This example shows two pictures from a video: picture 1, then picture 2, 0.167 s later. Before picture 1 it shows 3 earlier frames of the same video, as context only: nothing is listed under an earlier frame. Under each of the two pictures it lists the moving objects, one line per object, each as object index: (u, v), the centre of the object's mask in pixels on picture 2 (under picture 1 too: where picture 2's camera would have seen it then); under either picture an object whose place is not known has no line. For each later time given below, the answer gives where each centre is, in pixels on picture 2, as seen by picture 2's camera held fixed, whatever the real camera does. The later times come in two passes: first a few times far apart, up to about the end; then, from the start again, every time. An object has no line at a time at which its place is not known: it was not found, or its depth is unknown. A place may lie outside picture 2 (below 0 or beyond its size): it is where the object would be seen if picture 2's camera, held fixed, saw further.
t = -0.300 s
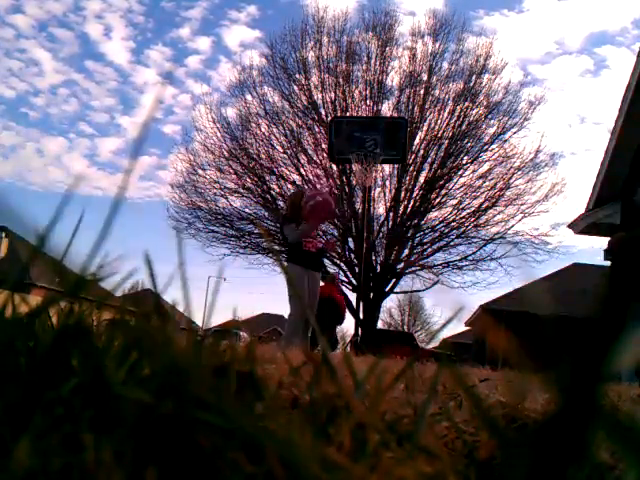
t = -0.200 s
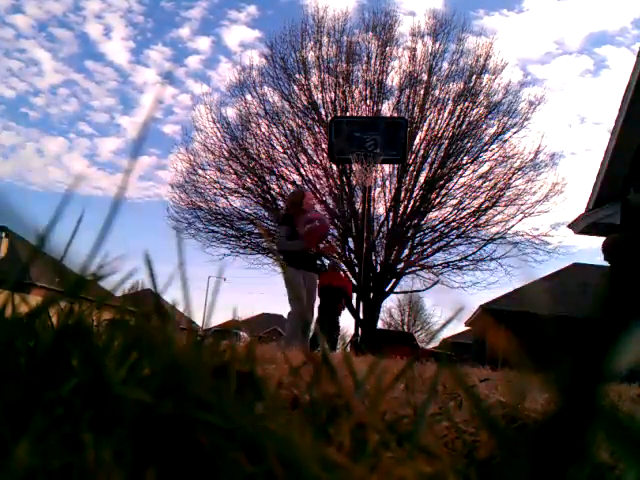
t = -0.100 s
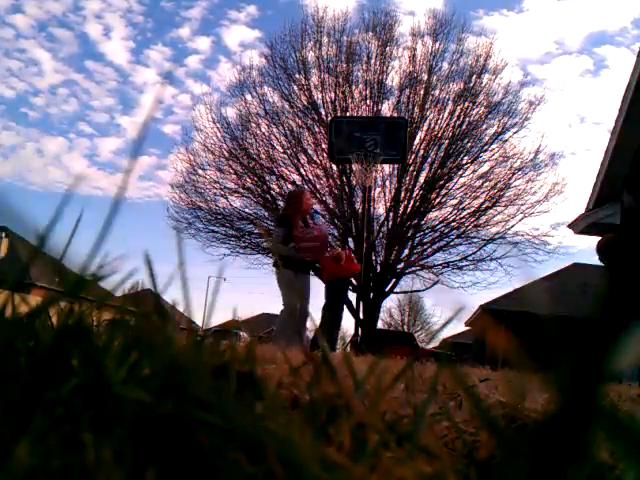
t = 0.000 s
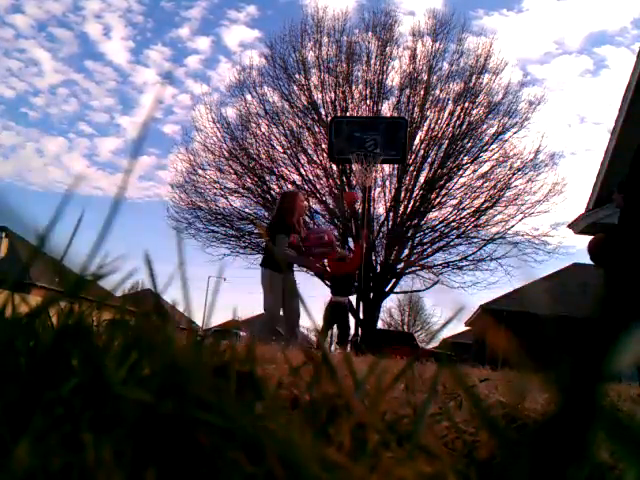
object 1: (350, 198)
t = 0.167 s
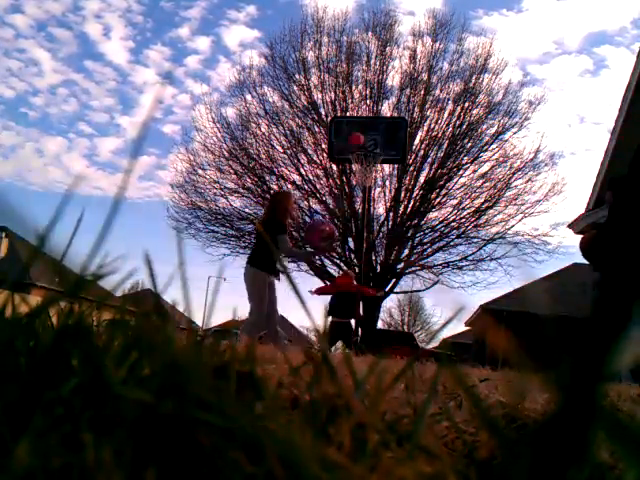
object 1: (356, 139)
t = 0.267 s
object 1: (357, 115)
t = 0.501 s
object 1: (356, 87)
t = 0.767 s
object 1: (347, 103)
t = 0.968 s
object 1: (336, 161)
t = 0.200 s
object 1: (356, 130)
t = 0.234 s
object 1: (357, 122)
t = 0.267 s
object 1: (357, 115)
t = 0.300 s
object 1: (356, 109)
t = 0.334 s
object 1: (357, 102)
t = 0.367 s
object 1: (356, 97)
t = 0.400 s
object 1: (356, 92)
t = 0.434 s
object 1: (357, 89)
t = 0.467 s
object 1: (356, 87)
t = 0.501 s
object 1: (356, 87)
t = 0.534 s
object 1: (355, 85)
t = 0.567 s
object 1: (355, 84)
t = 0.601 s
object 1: (354, 84)
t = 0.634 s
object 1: (353, 86)
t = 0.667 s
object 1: (351, 89)
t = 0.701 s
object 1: (351, 91)
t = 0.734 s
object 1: (349, 96)
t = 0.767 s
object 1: (347, 103)
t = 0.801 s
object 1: (345, 109)
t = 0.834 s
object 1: (344, 118)
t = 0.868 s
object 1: (343, 127)
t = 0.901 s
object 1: (340, 137)
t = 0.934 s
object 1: (338, 149)
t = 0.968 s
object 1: (336, 161)
